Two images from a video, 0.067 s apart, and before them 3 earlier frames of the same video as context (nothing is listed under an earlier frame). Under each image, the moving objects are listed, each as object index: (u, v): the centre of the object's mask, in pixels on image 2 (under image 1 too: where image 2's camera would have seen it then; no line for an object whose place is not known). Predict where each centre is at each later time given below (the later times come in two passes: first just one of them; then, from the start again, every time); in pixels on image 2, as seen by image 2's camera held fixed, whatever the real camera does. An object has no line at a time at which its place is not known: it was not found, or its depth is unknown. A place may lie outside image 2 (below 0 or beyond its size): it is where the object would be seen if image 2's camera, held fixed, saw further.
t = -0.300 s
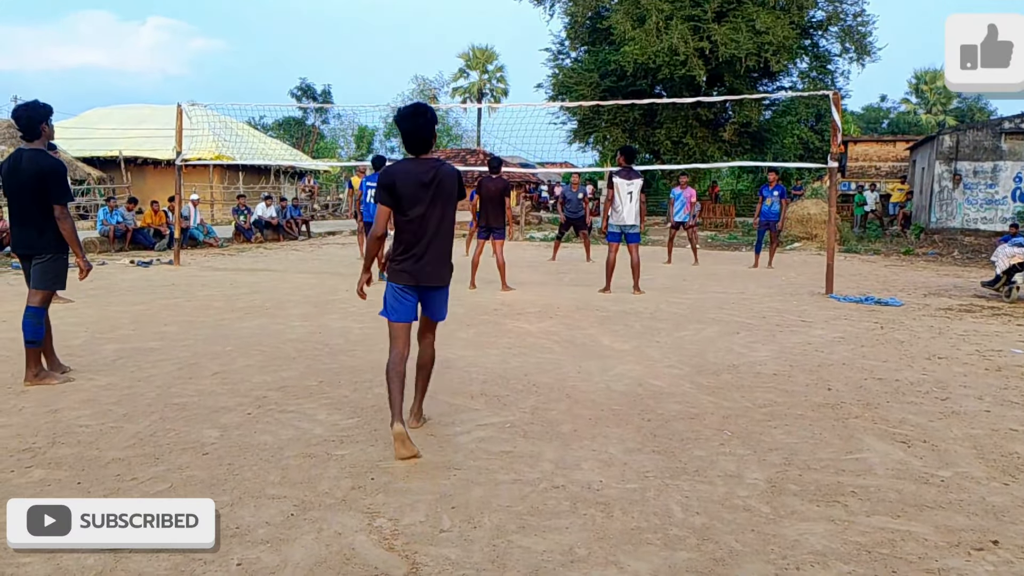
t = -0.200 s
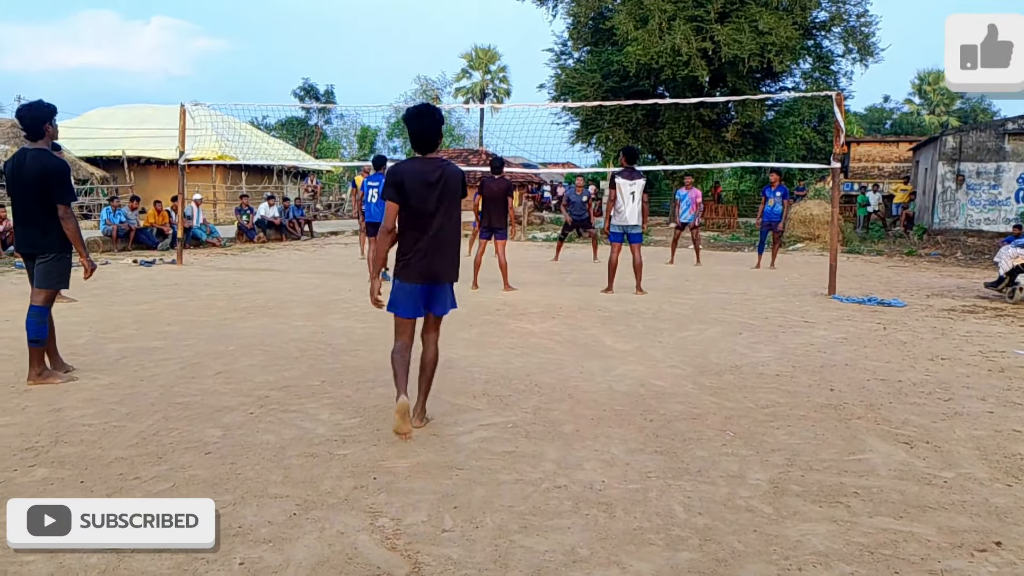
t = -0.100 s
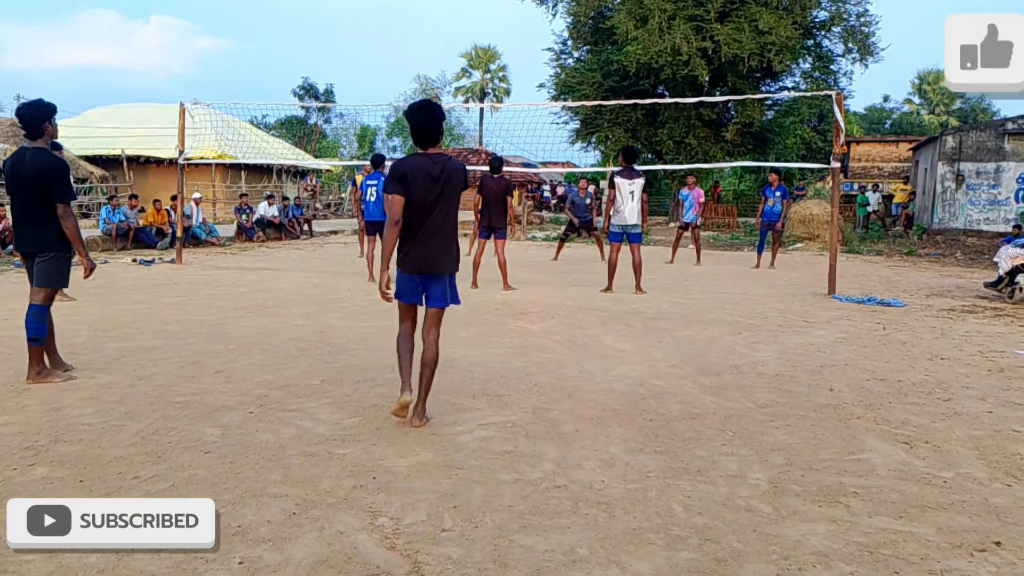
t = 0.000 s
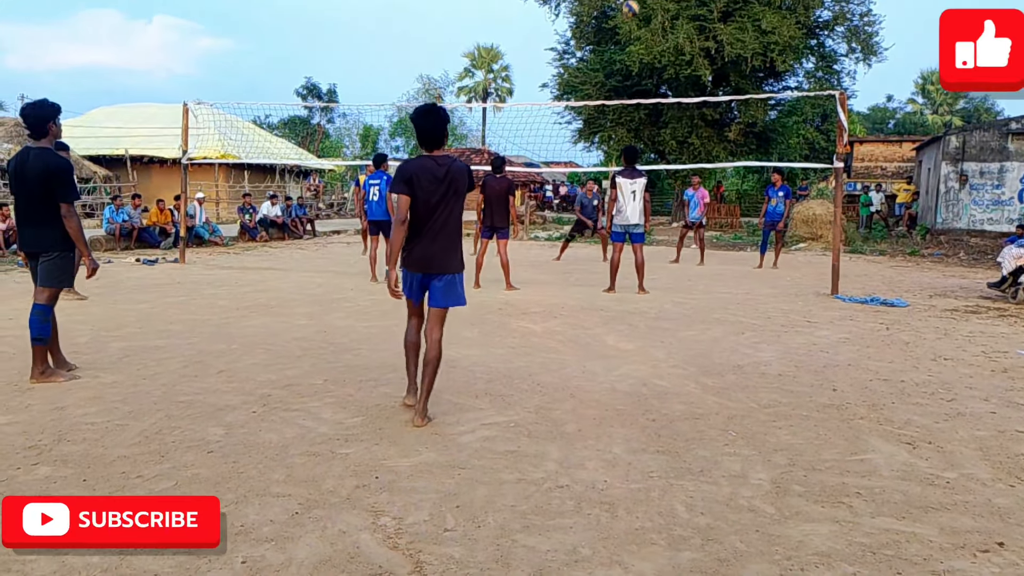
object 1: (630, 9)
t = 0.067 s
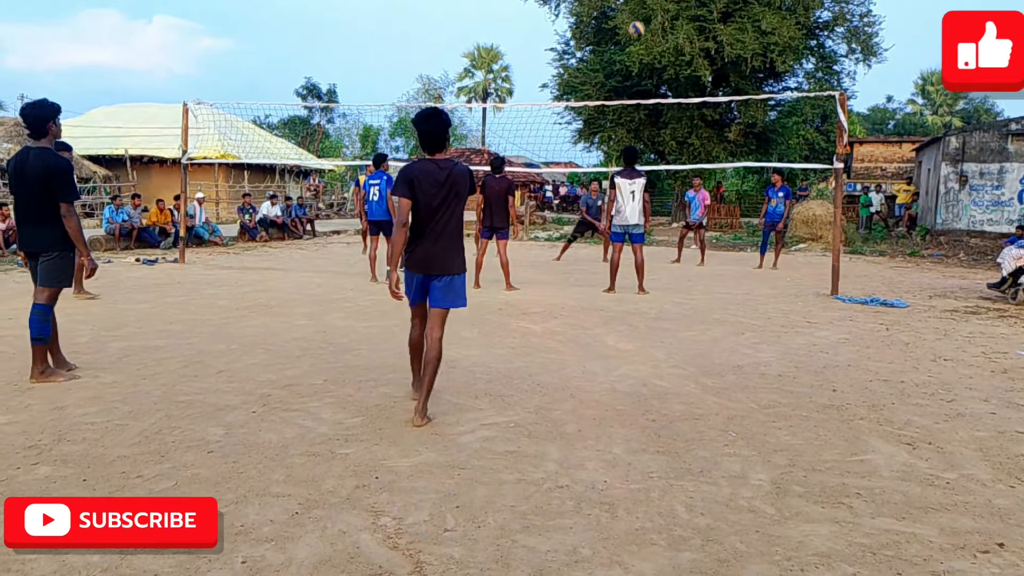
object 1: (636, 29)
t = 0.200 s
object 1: (646, 74)
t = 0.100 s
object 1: (639, 40)
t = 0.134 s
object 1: (642, 51)
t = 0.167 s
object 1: (644, 62)
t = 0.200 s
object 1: (646, 74)
